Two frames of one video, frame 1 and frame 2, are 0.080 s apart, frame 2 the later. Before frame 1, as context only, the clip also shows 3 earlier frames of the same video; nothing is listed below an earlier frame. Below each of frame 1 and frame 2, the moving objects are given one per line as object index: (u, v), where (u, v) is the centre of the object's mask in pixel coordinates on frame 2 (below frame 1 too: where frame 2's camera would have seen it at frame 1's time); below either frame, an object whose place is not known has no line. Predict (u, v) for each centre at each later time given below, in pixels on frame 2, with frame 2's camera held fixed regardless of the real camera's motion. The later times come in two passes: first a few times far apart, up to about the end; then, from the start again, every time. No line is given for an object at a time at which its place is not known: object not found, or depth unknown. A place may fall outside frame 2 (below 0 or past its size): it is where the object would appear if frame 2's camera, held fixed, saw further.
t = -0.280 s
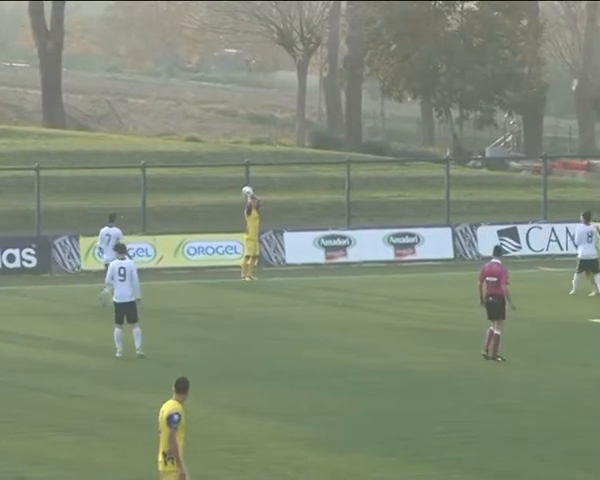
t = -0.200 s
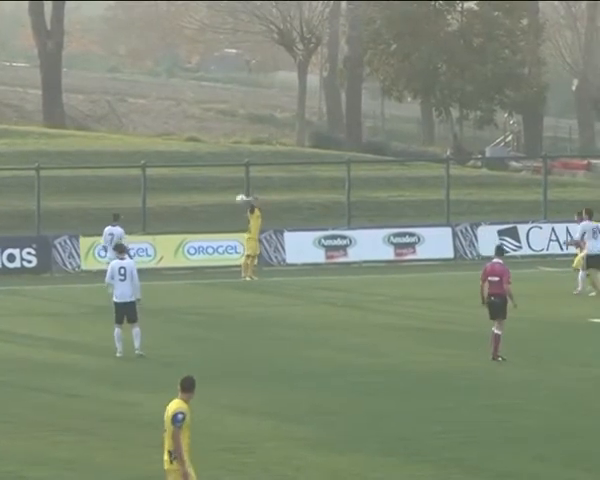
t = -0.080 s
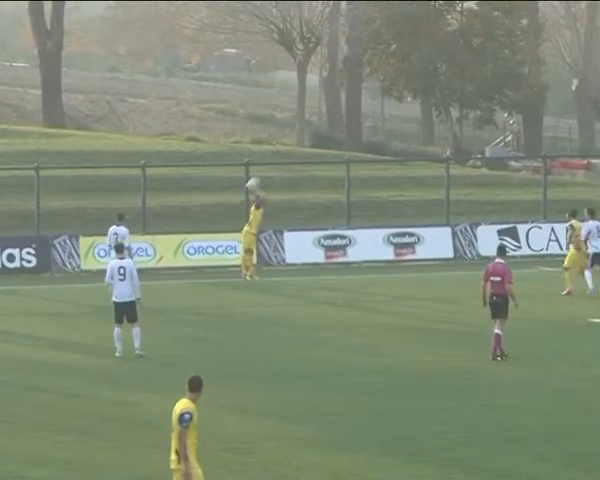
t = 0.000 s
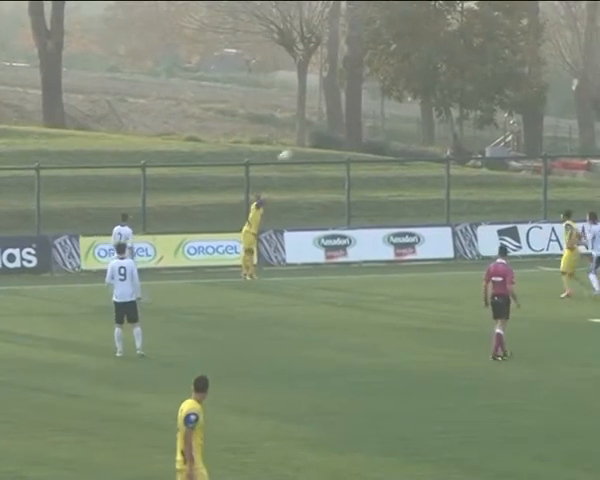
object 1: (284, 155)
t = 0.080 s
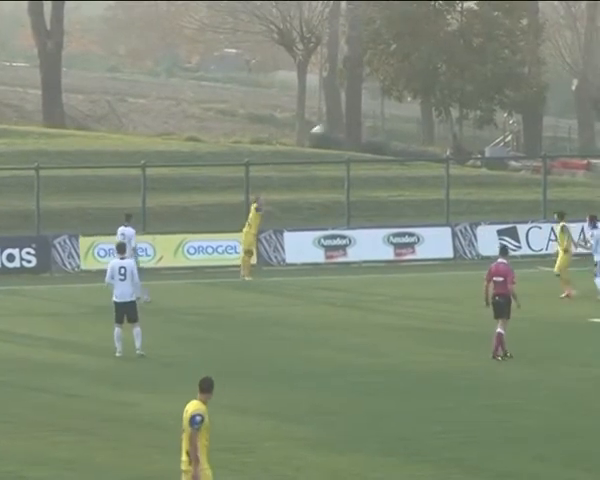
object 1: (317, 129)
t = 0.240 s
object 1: (384, 89)
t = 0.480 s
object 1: (484, 53)
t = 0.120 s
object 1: (334, 119)
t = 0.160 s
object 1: (351, 108)
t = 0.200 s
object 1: (367, 98)
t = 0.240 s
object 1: (384, 89)
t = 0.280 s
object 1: (401, 81)
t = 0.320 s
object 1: (418, 74)
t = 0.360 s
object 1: (435, 68)
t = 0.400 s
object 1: (451, 61)
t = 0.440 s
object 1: (467, 57)
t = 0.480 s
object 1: (484, 53)
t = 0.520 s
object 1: (500, 49)
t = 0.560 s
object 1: (516, 46)
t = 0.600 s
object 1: (533, 44)
